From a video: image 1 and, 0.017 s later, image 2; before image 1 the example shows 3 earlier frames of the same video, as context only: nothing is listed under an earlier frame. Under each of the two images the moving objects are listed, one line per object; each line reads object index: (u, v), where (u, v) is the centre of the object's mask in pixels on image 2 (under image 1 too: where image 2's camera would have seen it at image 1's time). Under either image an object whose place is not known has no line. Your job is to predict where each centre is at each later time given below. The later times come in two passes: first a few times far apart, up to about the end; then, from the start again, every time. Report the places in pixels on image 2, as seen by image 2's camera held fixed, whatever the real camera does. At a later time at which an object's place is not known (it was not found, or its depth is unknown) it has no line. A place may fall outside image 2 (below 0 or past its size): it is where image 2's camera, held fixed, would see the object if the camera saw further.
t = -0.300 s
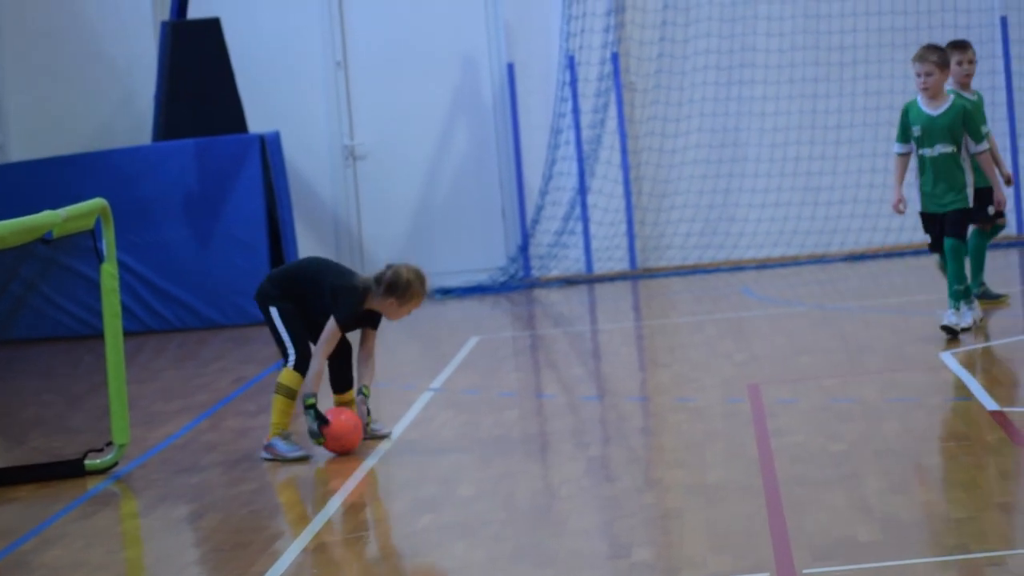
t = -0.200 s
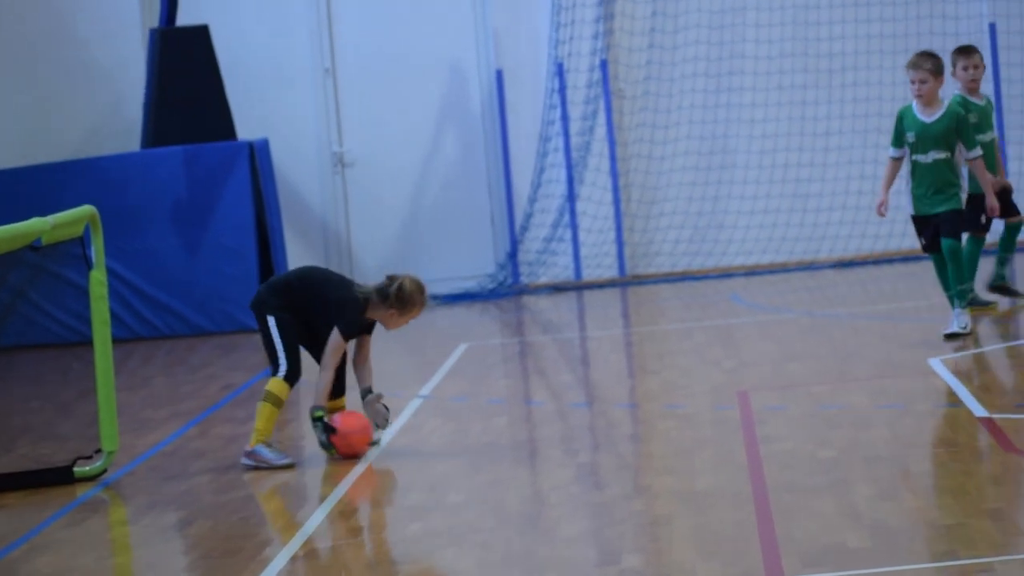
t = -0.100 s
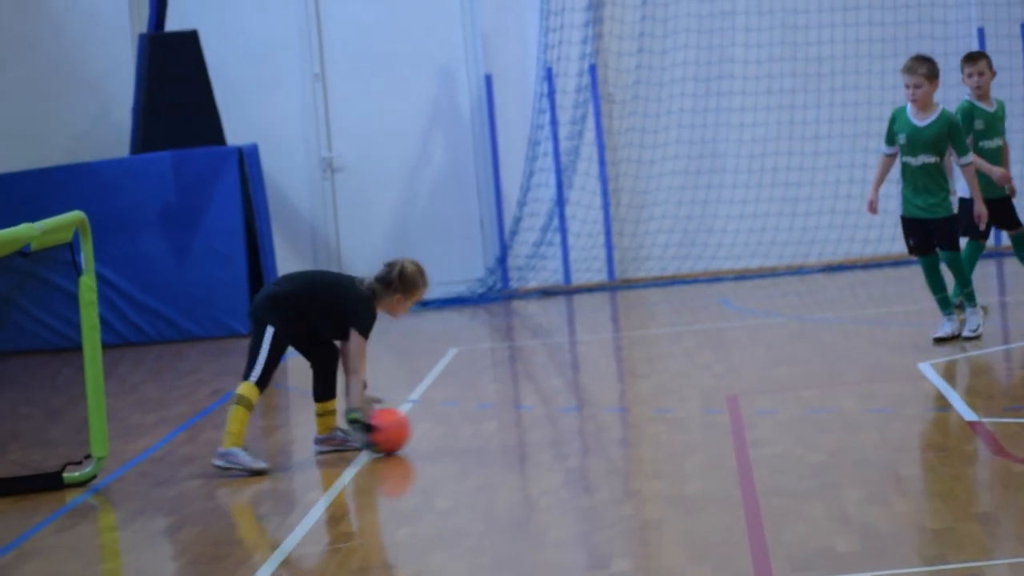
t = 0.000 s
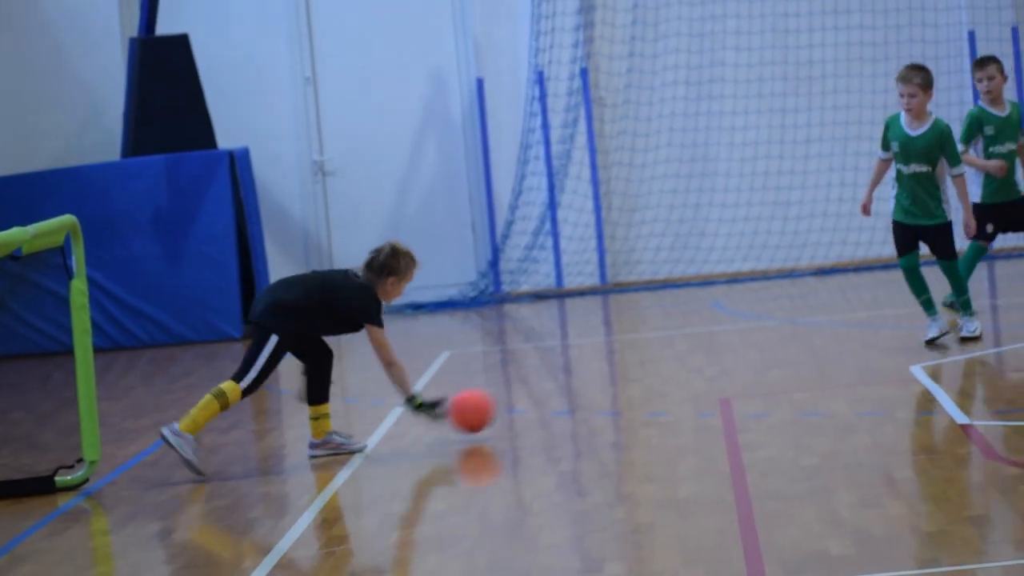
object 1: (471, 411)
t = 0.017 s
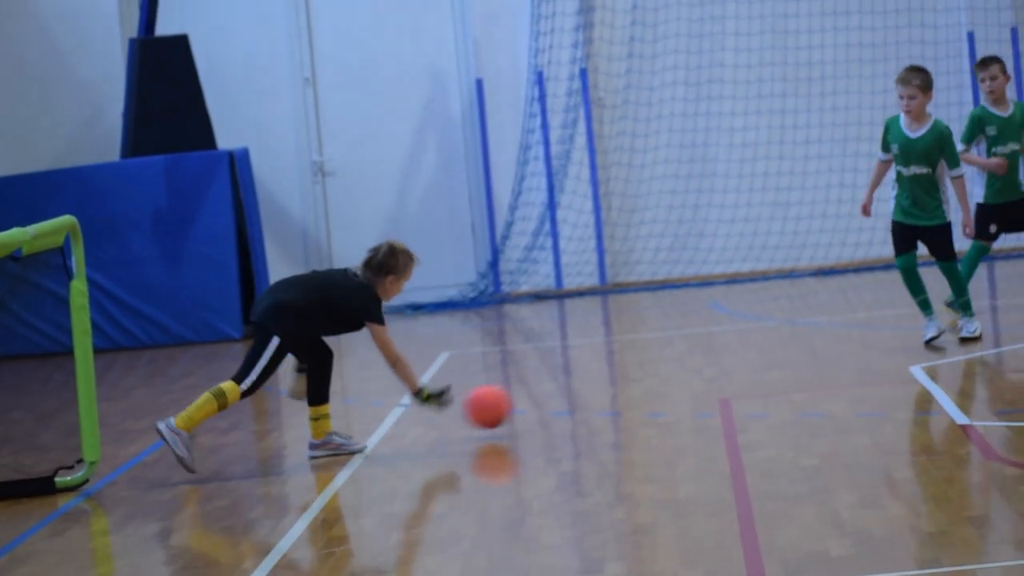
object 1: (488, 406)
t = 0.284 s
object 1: (718, 368)
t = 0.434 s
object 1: (813, 351)
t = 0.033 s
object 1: (505, 402)
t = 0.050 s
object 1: (522, 399)
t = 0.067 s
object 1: (537, 397)
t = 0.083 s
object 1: (555, 395)
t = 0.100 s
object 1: (571, 393)
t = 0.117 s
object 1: (586, 393)
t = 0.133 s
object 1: (602, 392)
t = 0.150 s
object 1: (616, 388)
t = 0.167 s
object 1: (628, 384)
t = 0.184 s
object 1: (642, 381)
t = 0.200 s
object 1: (656, 379)
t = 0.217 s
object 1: (669, 378)
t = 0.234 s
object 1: (682, 376)
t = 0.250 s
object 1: (694, 373)
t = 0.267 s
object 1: (706, 370)
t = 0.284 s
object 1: (718, 368)
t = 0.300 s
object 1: (730, 367)
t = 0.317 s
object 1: (741, 365)
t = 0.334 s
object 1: (752, 362)
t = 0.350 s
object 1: (763, 360)
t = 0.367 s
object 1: (773, 358)
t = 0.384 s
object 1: (783, 355)
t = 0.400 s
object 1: (793, 354)
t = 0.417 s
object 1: (803, 352)
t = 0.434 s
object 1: (813, 351)
